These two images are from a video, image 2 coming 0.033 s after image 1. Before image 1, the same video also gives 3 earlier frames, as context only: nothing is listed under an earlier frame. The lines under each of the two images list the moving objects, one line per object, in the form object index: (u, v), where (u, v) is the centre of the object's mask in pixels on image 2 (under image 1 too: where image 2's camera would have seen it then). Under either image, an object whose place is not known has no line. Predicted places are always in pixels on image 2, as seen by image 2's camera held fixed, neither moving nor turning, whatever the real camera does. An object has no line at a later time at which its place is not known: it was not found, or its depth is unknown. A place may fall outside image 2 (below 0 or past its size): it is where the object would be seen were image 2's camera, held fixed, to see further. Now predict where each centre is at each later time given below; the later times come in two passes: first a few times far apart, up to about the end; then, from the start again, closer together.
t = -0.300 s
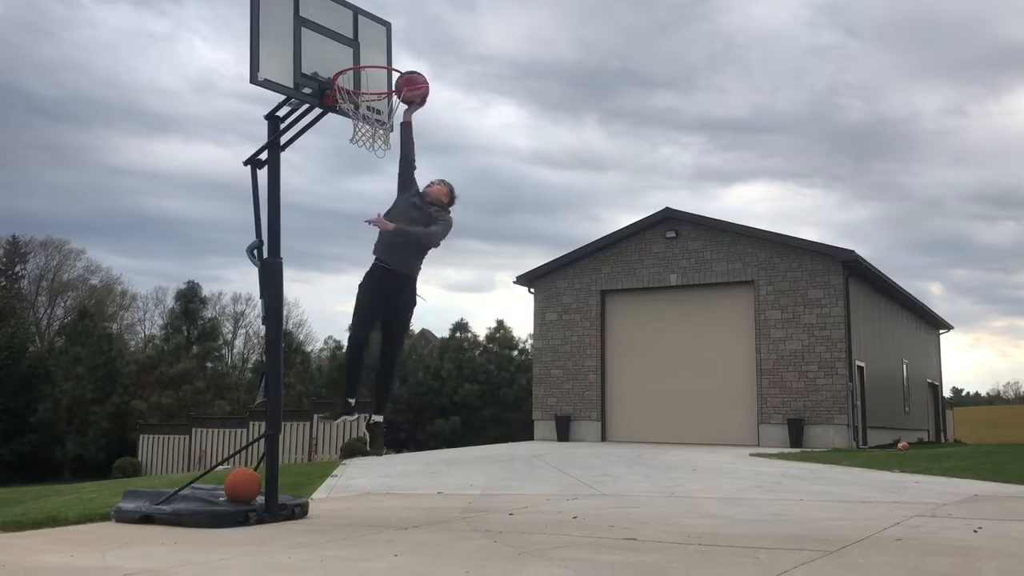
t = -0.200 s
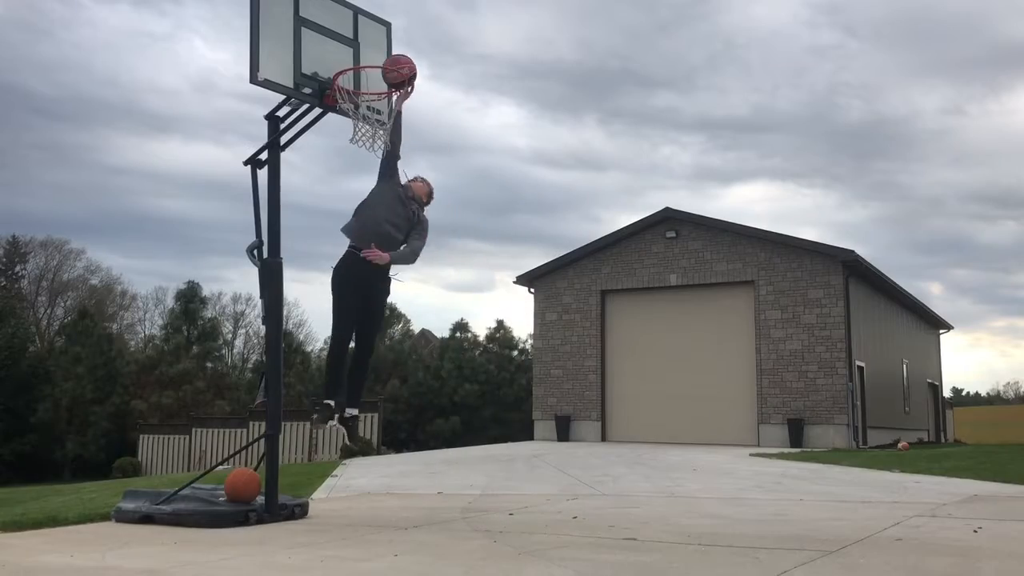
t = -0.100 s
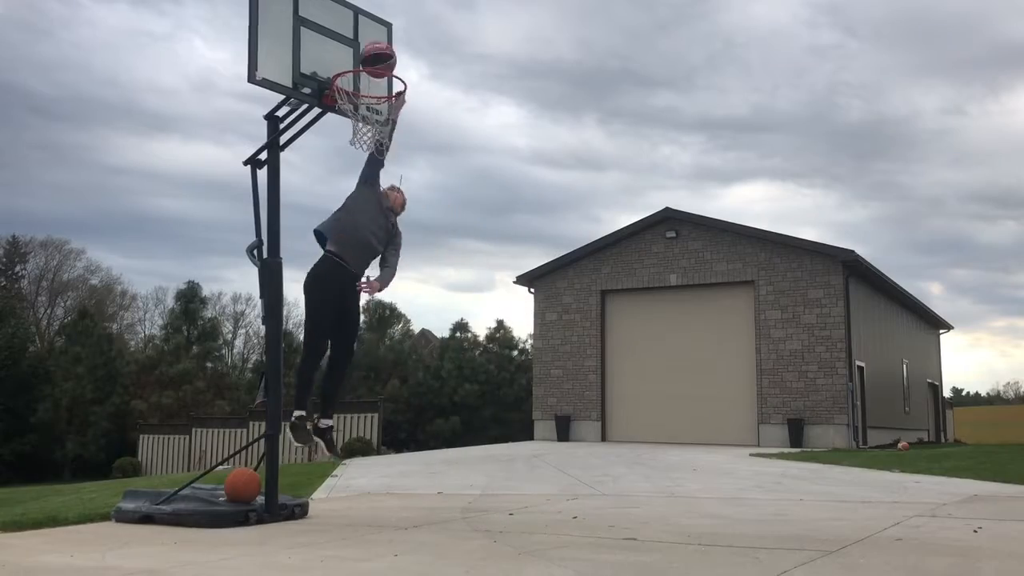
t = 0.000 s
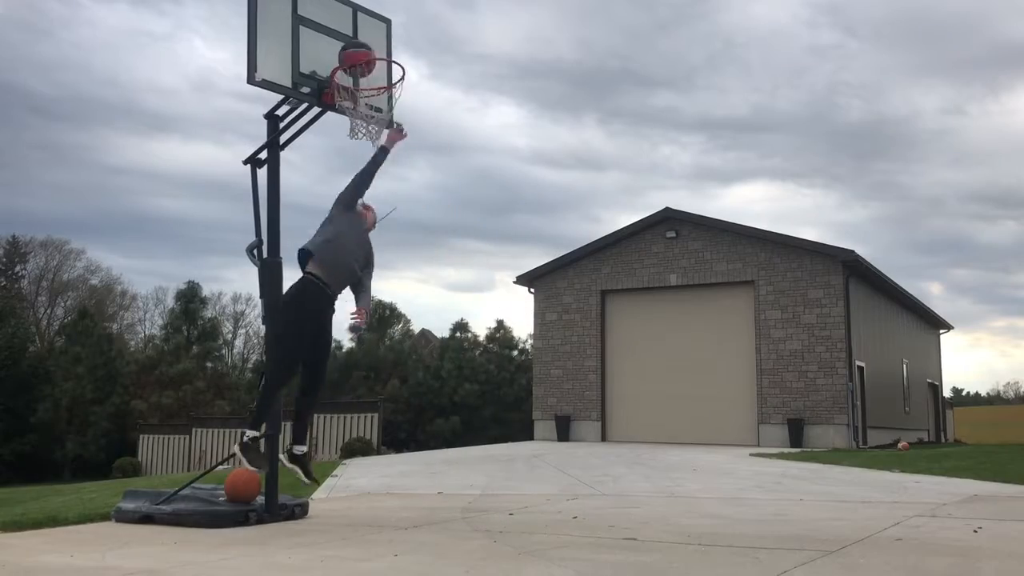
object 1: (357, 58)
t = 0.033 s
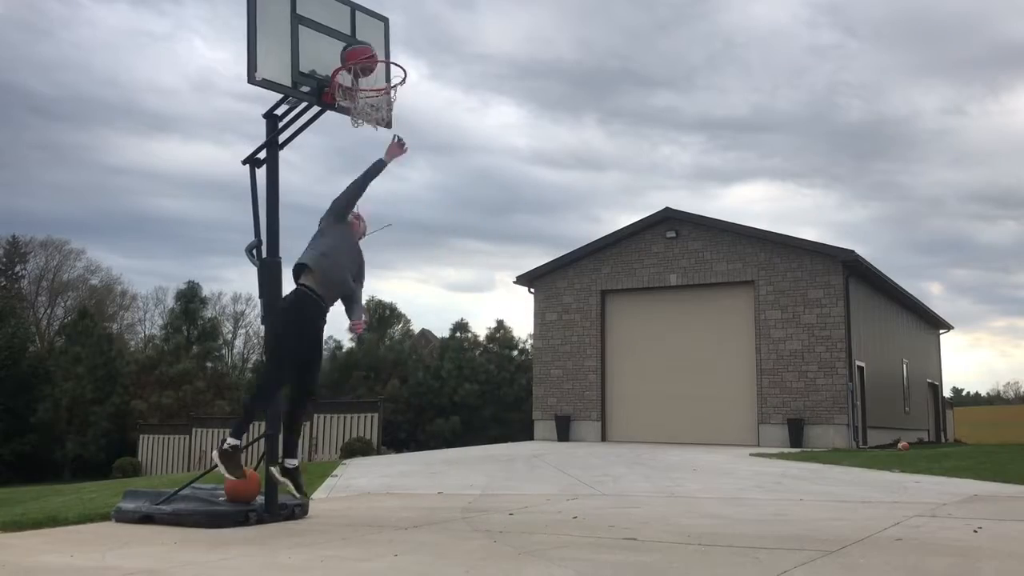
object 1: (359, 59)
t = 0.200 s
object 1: (373, 91)
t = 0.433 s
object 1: (420, 132)
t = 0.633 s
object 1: (462, 231)
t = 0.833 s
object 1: (501, 383)
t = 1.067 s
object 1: (528, 407)
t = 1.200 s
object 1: (532, 339)
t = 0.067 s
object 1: (361, 59)
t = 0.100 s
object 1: (362, 60)
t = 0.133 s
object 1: (362, 58)
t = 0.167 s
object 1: (357, 67)
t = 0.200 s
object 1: (373, 91)
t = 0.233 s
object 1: (377, 92)
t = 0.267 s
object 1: (386, 92)
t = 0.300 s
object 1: (392, 97)
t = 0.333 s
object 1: (398, 102)
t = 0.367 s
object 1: (405, 110)
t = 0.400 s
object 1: (412, 120)
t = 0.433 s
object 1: (420, 132)
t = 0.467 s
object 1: (427, 145)
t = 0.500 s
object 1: (434, 159)
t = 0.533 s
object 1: (441, 175)
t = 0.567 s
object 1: (448, 192)
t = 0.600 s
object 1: (455, 211)
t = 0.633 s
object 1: (462, 231)
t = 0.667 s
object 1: (468, 253)
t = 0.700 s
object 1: (475, 276)
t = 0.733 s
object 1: (481, 300)
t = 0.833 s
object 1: (501, 383)
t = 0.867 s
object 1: (508, 414)
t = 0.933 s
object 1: (521, 480)
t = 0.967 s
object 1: (524, 478)
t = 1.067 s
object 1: (528, 407)
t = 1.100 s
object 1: (529, 388)
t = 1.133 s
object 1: (530, 370)
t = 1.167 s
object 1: (531, 354)
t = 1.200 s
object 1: (532, 339)
